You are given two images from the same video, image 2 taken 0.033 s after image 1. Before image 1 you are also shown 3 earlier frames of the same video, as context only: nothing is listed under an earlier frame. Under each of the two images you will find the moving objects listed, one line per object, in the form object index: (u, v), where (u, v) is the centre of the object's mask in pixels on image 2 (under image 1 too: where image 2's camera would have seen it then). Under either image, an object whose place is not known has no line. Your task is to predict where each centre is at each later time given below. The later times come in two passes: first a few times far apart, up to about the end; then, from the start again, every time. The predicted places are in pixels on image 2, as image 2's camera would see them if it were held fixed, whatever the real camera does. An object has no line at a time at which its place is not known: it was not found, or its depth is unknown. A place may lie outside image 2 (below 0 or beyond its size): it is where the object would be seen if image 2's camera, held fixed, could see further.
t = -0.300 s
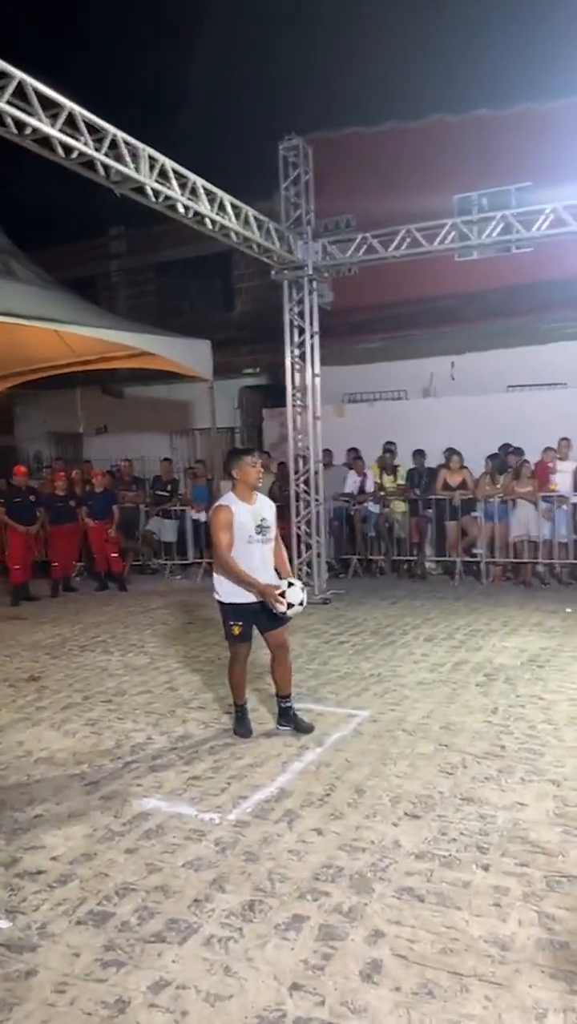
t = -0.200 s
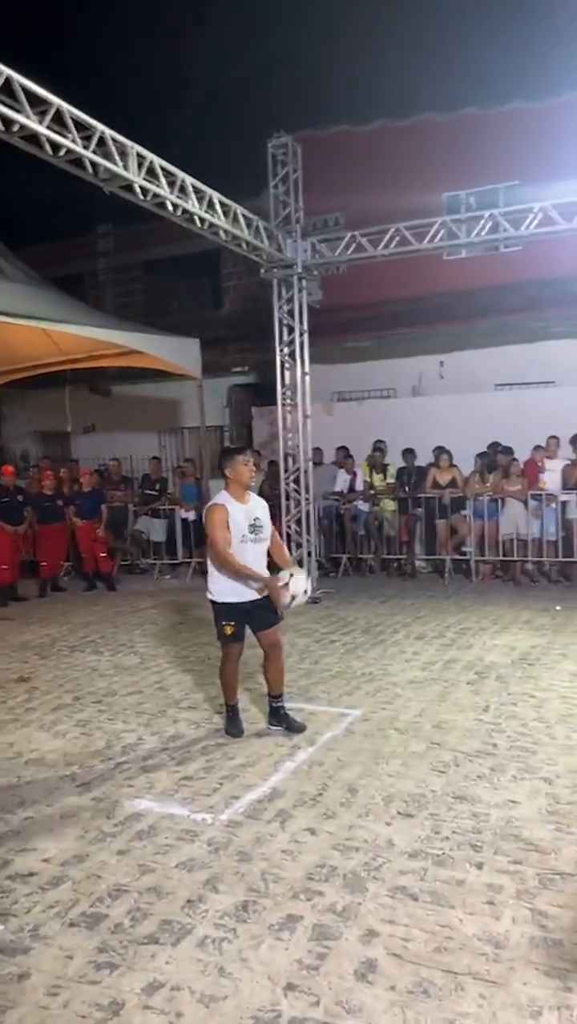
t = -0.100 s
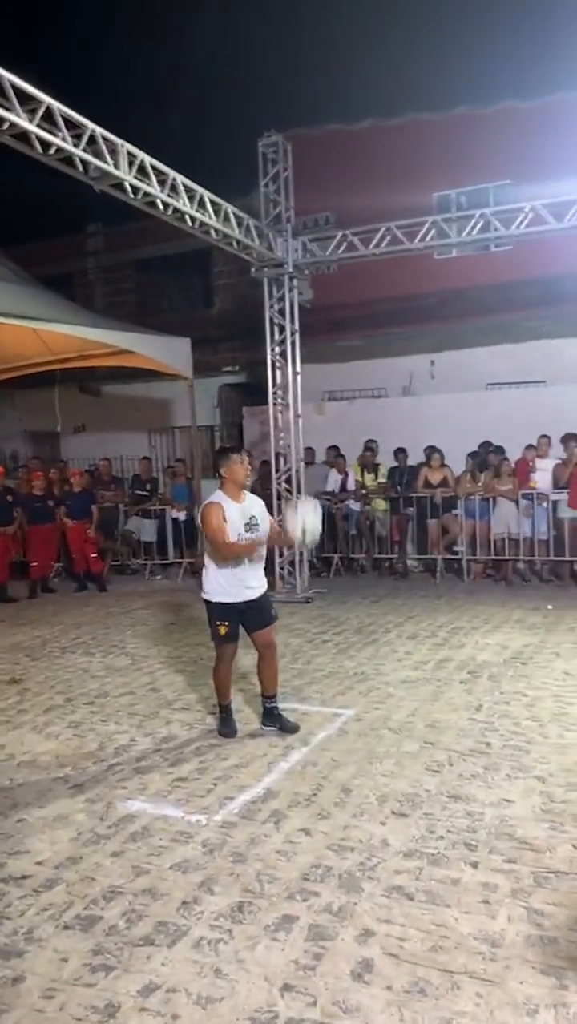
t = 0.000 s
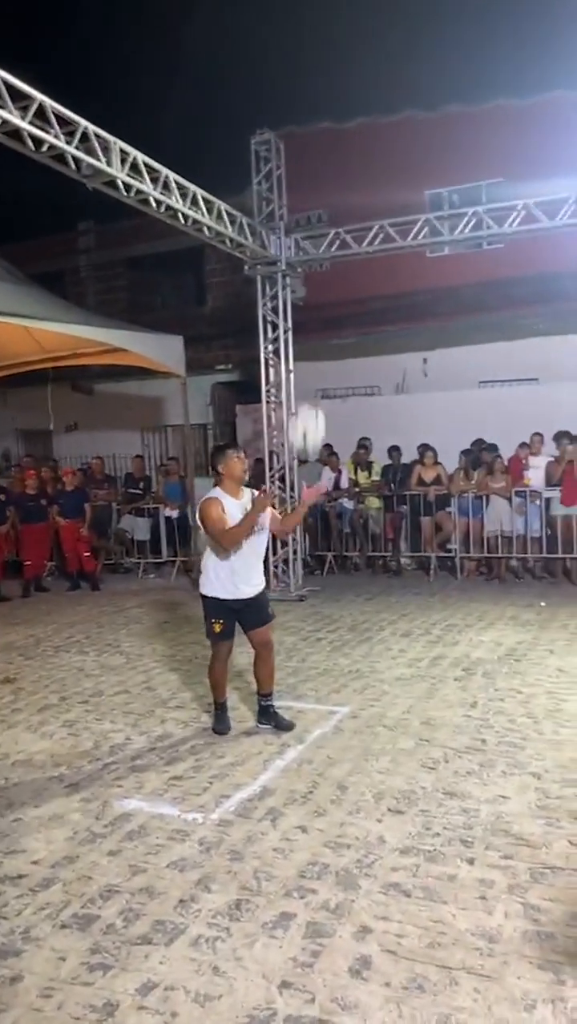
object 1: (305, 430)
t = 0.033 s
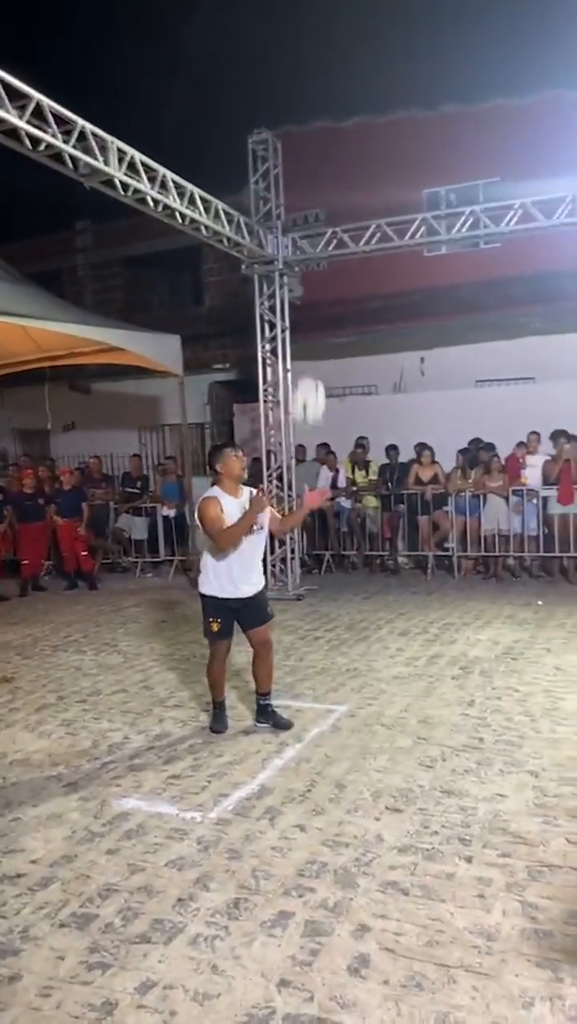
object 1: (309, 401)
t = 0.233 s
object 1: (324, 284)
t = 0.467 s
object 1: (345, 238)
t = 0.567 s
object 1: (355, 251)
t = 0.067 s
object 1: (310, 377)
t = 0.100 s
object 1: (313, 355)
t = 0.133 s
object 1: (315, 334)
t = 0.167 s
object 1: (318, 316)
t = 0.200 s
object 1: (321, 299)
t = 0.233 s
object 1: (324, 284)
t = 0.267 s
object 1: (327, 272)
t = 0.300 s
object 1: (330, 261)
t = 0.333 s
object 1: (333, 252)
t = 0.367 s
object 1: (336, 246)
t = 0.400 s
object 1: (339, 241)
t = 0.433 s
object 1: (342, 239)
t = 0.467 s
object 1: (345, 238)
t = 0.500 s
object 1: (349, 240)
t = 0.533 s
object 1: (352, 244)
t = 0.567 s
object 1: (355, 251)
